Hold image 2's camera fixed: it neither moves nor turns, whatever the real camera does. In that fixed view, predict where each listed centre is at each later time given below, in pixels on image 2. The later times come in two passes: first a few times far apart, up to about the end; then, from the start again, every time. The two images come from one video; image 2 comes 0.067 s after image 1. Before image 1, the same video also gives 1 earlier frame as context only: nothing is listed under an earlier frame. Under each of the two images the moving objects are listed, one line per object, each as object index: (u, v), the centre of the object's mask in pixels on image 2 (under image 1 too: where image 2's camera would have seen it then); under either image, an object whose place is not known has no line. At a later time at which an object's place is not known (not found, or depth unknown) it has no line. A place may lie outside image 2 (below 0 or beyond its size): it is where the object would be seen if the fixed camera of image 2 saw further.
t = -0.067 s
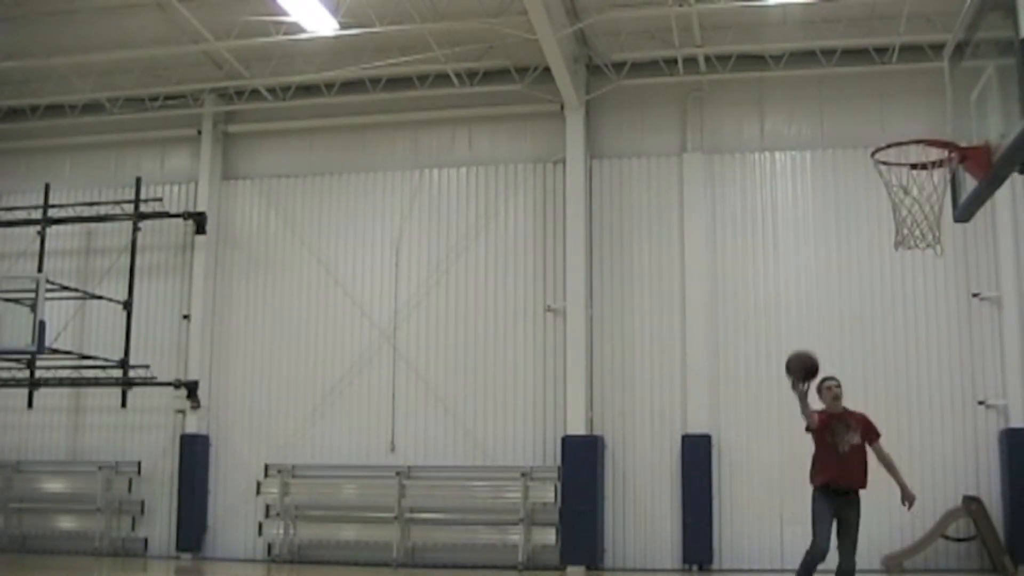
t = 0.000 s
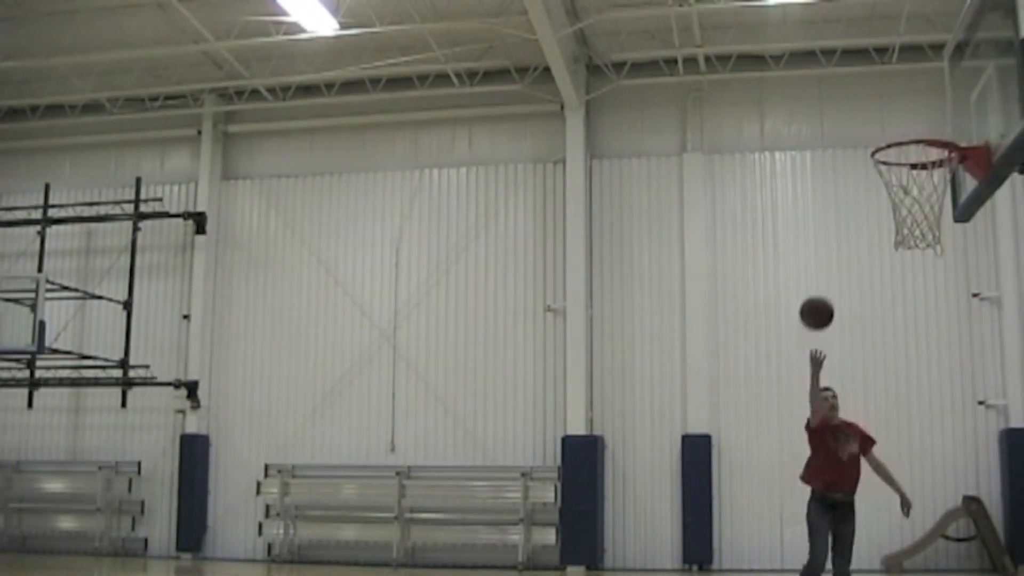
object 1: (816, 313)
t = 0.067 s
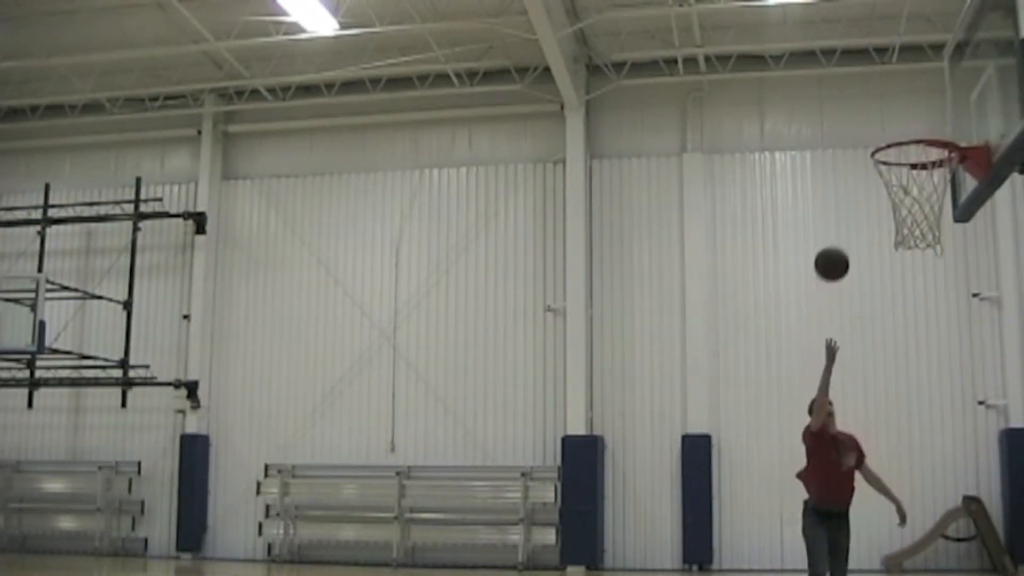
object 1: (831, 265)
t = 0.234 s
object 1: (871, 164)
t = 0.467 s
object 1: (940, 81)
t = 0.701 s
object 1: (917, 104)
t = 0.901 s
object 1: (915, 160)
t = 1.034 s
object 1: (930, 168)
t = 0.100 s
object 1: (839, 241)
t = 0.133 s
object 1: (847, 220)
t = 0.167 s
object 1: (855, 200)
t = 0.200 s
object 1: (862, 182)
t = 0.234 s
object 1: (871, 164)
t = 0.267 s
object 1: (880, 147)
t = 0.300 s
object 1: (889, 131)
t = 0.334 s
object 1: (898, 121)
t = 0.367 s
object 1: (909, 108)
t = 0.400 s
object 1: (919, 98)
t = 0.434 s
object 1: (929, 89)
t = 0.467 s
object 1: (940, 81)
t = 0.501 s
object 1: (947, 76)
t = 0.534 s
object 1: (942, 76)
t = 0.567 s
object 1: (936, 78)
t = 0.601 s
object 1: (932, 82)
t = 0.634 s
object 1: (927, 87)
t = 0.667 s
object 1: (922, 95)
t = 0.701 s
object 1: (917, 104)
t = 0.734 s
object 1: (912, 116)
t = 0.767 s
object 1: (906, 125)
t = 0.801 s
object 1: (903, 141)
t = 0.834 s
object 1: (907, 146)
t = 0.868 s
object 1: (911, 152)
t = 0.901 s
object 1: (915, 160)
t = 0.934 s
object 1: (918, 161)
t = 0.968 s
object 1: (921, 162)
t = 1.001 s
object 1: (926, 164)
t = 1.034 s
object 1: (930, 168)
